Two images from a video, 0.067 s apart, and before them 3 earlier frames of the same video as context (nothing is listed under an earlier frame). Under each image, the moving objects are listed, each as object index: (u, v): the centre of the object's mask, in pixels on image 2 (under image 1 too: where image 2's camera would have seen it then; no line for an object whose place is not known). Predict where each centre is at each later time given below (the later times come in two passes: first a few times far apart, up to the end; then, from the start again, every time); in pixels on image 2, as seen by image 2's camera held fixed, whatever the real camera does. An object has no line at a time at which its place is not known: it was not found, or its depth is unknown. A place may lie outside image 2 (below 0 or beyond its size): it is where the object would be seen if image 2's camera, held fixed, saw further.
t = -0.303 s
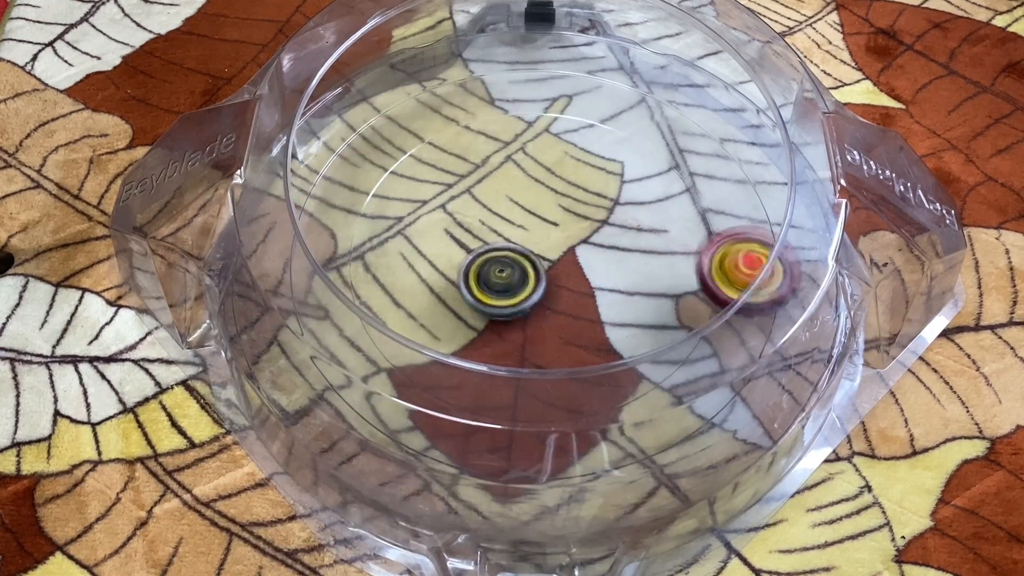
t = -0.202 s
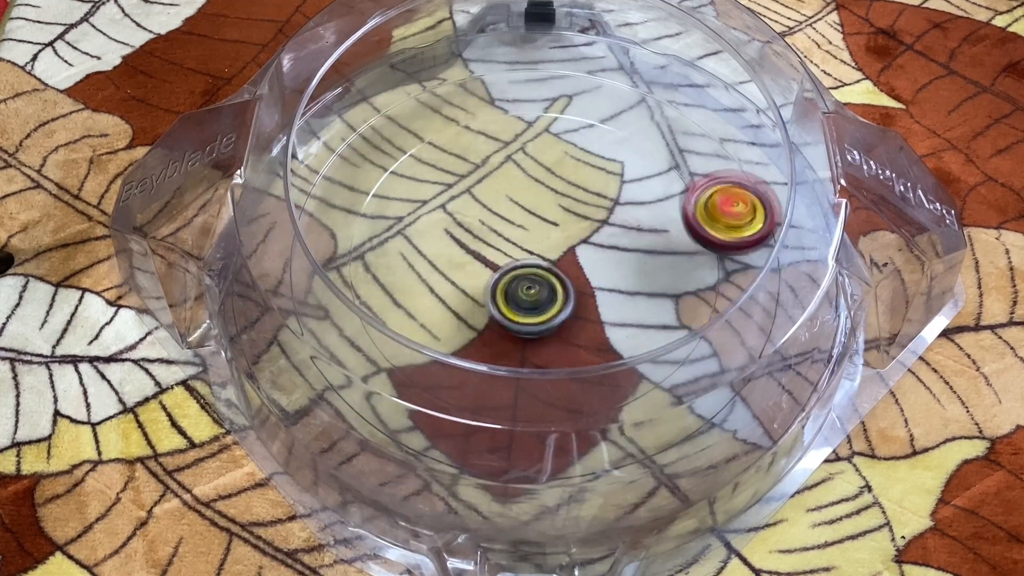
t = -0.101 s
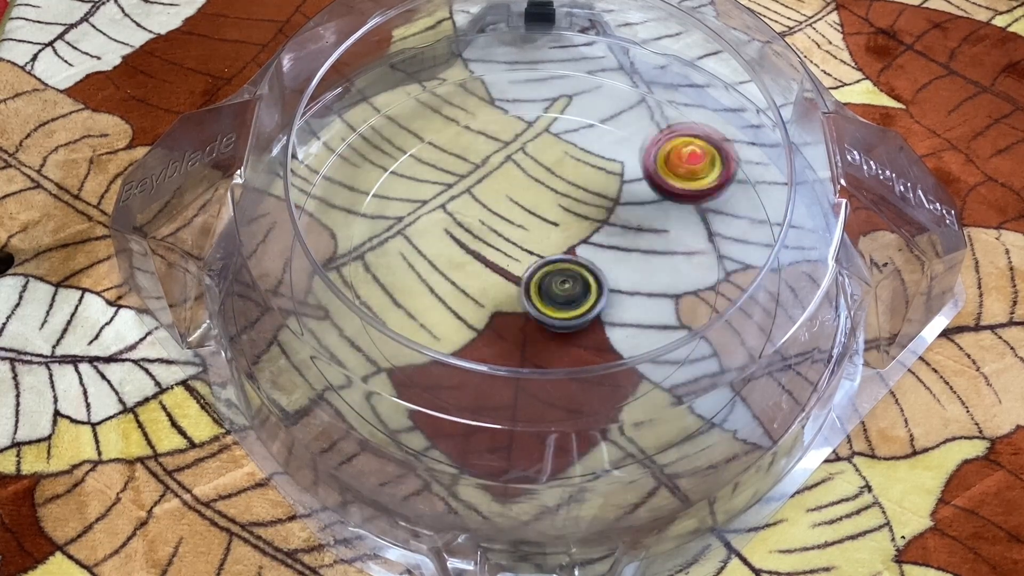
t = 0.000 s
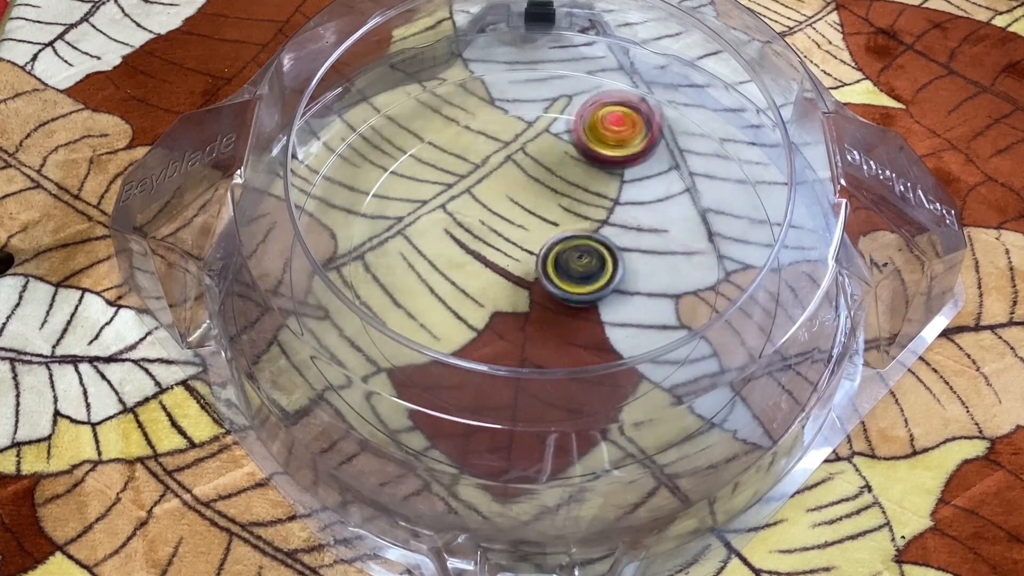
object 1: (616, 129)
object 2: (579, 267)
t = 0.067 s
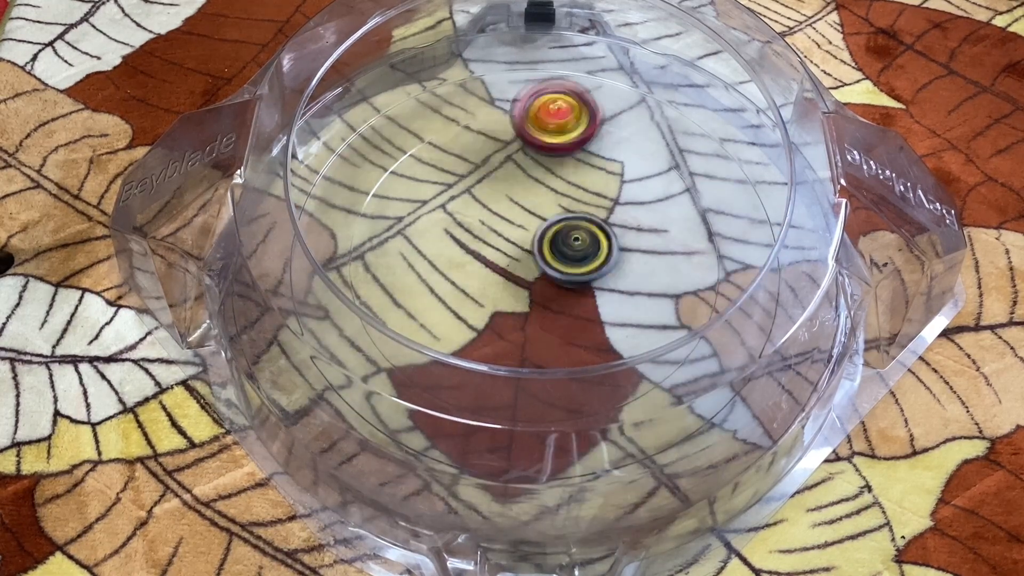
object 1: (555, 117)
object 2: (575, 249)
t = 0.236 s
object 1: (418, 155)
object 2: (527, 224)
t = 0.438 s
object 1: (376, 296)
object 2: (482, 258)
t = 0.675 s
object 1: (563, 386)
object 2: (539, 292)
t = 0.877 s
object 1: (683, 272)
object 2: (565, 244)
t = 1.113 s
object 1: (579, 133)
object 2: (505, 219)
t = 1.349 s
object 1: (406, 172)
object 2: (502, 274)
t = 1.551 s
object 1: (411, 304)
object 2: (564, 271)
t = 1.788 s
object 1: (611, 331)
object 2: (544, 216)
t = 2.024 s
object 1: (650, 211)
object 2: (501, 256)
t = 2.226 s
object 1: (553, 150)
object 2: (541, 289)
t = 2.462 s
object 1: (430, 214)
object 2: (576, 248)
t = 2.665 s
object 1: (469, 320)
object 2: (524, 230)
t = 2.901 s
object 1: (624, 314)
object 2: (500, 279)
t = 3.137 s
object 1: (620, 195)
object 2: (561, 279)
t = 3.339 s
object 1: (494, 158)
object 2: (553, 245)
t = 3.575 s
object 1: (374, 192)
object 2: (533, 272)
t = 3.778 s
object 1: (406, 297)
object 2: (553, 270)
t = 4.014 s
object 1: (579, 317)
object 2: (515, 255)
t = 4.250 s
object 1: (631, 208)
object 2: (526, 282)
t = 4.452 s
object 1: (564, 139)
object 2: (540, 248)
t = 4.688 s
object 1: (438, 189)
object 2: (508, 270)
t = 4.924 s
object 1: (458, 289)
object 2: (622, 293)
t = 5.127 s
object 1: (575, 302)
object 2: (679, 270)
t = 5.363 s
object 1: (515, 248)
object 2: (770, 233)
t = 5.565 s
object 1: (455, 272)
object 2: (744, 221)
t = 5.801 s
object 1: (538, 290)
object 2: (701, 260)
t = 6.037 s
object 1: (520, 193)
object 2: (647, 264)
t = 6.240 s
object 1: (458, 177)
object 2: (599, 277)
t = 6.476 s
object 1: (470, 235)
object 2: (557, 293)
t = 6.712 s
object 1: (462, 207)
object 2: (527, 293)
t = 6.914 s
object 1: (473, 174)
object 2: (507, 260)
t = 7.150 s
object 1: (498, 134)
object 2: (511, 243)
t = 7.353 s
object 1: (516, 141)
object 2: (536, 223)
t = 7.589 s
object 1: (553, 160)
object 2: (561, 263)
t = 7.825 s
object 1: (579, 212)
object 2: (566, 298)
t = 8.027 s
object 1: (578, 253)
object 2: (533, 325)
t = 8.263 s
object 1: (554, 285)
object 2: (480, 323)
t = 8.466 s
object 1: (555, 282)
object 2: (415, 277)
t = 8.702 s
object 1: (525, 260)
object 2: (432, 207)
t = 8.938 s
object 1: (515, 272)
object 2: (515, 157)
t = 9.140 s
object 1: (544, 266)
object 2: (594, 160)
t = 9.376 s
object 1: (545, 239)
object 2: (642, 224)
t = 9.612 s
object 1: (520, 240)
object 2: (604, 314)
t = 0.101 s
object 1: (527, 117)
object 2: (569, 241)
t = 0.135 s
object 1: (497, 120)
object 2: (560, 233)
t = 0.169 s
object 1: (467, 128)
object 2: (550, 228)
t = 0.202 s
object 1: (441, 140)
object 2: (539, 226)
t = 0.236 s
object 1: (418, 155)
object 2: (527, 224)
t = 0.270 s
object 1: (398, 174)
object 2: (516, 226)
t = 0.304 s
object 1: (382, 197)
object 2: (505, 229)
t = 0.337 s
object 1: (371, 220)
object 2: (496, 235)
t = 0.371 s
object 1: (365, 246)
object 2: (489, 241)
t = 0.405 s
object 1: (371, 269)
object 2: (484, 249)
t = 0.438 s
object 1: (376, 296)
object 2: (482, 258)
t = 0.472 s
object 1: (389, 322)
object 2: (484, 267)
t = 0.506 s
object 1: (407, 346)
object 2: (488, 276)
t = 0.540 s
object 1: (432, 364)
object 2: (495, 285)
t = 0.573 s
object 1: (462, 376)
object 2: (505, 290)
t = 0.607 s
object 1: (496, 384)
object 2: (516, 293)
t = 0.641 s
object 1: (528, 389)
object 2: (527, 294)
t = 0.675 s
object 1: (563, 386)
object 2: (539, 292)
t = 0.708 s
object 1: (596, 377)
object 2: (549, 287)
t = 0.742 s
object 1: (625, 362)
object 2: (557, 280)
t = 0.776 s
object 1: (649, 341)
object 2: (564, 272)
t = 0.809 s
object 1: (661, 314)
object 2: (567, 263)
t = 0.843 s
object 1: (676, 296)
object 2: (567, 253)
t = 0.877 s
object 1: (683, 272)
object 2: (565, 244)
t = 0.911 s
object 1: (683, 247)
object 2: (561, 235)
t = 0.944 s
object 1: (676, 220)
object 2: (554, 227)
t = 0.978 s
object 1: (665, 196)
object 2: (546, 221)
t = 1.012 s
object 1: (648, 175)
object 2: (536, 217)
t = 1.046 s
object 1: (628, 158)
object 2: (525, 215)
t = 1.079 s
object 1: (605, 144)
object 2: (514, 215)
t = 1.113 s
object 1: (579, 133)
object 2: (505, 219)
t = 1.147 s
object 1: (552, 126)
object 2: (496, 224)
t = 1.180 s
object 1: (524, 125)
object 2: (490, 231)
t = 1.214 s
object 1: (498, 126)
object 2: (486, 240)
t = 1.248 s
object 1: (471, 133)
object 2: (486, 248)
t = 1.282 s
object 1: (447, 142)
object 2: (489, 258)
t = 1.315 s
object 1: (426, 156)
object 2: (494, 266)
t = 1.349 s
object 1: (406, 172)
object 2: (502, 274)
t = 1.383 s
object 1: (392, 193)
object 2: (512, 279)
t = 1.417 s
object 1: (382, 215)
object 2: (523, 282)
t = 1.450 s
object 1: (379, 239)
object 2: (534, 282)
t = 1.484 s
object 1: (382, 264)
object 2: (546, 281)
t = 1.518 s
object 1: (394, 285)
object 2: (556, 276)
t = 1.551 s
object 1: (411, 304)
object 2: (564, 271)
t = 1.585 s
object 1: (426, 327)
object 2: (570, 263)
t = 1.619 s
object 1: (451, 341)
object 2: (574, 255)
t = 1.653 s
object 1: (478, 354)
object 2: (576, 246)
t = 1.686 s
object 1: (538, 360)
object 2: (569, 229)
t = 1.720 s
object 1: (566, 357)
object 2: (562, 223)
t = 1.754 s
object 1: (591, 347)
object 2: (553, 218)
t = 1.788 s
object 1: (611, 331)
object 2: (544, 216)
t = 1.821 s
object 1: (630, 320)
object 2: (533, 216)
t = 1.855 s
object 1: (645, 305)
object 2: (523, 219)
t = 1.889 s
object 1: (654, 286)
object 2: (514, 224)
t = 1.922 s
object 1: (660, 267)
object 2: (507, 231)
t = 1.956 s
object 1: (661, 248)
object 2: (503, 239)
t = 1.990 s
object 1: (658, 229)
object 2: (500, 248)
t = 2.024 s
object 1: (650, 211)
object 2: (501, 256)
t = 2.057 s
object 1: (637, 194)
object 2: (503, 265)
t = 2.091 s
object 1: (623, 179)
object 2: (509, 274)
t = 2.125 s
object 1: (604, 167)
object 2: (516, 280)
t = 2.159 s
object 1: (584, 157)
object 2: (525, 285)
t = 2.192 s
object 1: (564, 152)
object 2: (535, 288)
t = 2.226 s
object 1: (553, 150)
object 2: (541, 289)
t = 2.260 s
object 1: (532, 149)
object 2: (551, 287)
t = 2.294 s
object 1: (508, 152)
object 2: (561, 285)
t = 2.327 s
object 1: (487, 157)
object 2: (569, 280)
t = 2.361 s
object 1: (468, 168)
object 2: (575, 273)
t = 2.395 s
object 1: (451, 181)
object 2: (579, 264)
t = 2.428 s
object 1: (439, 196)
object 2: (579, 256)
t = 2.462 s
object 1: (430, 214)
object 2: (576, 248)
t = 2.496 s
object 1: (424, 234)
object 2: (571, 241)
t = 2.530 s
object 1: (424, 254)
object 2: (563, 234)
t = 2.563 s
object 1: (428, 273)
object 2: (554, 230)
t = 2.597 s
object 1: (438, 291)
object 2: (544, 229)
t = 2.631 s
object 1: (452, 309)
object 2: (534, 228)
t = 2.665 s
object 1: (469, 320)
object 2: (524, 230)
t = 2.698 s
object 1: (489, 329)
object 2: (514, 234)
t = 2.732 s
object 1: (512, 335)
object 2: (506, 240)
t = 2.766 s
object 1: (537, 338)
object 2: (500, 247)
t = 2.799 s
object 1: (560, 337)
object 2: (496, 254)
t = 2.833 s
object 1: (584, 333)
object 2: (494, 263)
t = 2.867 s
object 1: (606, 326)
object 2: (496, 271)
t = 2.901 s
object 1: (624, 314)
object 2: (500, 279)
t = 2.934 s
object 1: (637, 299)
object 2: (506, 285)
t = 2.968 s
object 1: (647, 283)
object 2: (515, 290)
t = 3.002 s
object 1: (651, 263)
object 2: (525, 293)
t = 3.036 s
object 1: (650, 245)
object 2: (535, 294)
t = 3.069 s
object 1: (646, 227)
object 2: (545, 292)
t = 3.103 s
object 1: (635, 211)
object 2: (554, 286)
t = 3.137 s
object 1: (620, 195)
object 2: (561, 279)
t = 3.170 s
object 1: (603, 183)
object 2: (565, 272)
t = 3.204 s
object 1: (584, 174)
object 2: (566, 263)
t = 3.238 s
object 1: (564, 169)
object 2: (566, 255)
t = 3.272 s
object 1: (541, 166)
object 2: (562, 247)
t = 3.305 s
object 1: (519, 166)
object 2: (557, 239)
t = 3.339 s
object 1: (494, 158)
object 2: (553, 245)
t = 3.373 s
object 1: (471, 151)
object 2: (549, 251)
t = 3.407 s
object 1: (450, 150)
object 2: (544, 254)
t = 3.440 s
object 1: (431, 152)
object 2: (539, 257)
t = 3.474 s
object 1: (414, 158)
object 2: (536, 260)
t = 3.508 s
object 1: (399, 167)
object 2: (533, 263)
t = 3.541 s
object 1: (385, 178)
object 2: (533, 268)
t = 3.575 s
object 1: (374, 192)
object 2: (533, 272)
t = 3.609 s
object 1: (366, 208)
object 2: (535, 275)
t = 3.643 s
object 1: (363, 226)
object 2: (539, 278)
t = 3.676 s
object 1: (365, 245)
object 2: (543, 278)
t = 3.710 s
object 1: (373, 264)
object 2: (547, 277)
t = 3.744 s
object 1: (387, 281)
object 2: (551, 275)
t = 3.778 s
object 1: (406, 297)
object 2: (553, 270)
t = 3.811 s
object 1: (428, 310)
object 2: (551, 265)
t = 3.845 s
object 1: (452, 320)
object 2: (549, 261)
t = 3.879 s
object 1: (478, 327)
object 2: (543, 256)
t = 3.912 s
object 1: (505, 330)
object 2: (537, 253)
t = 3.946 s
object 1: (531, 330)
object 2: (529, 251)
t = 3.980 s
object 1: (557, 326)
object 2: (522, 252)
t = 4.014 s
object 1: (579, 317)
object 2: (515, 255)
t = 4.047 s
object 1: (598, 303)
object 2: (509, 258)
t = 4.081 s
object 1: (613, 289)
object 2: (506, 262)
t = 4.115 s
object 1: (624, 273)
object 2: (505, 269)
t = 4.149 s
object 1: (630, 257)
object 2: (507, 275)
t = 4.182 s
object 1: (634, 240)
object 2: (512, 279)
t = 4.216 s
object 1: (634, 223)
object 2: (519, 282)
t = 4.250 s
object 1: (631, 208)
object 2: (526, 282)
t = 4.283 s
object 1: (626, 193)
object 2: (533, 280)
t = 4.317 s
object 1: (618, 178)
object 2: (539, 274)
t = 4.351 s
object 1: (608, 165)
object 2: (543, 268)
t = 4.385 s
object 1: (596, 154)
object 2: (544, 261)
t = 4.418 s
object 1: (581, 144)
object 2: (543, 254)
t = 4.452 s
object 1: (564, 139)
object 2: (540, 248)
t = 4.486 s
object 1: (545, 136)
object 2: (536, 242)
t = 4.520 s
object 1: (506, 146)
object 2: (522, 234)
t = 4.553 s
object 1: (489, 155)
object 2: (514, 233)
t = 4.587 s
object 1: (473, 157)
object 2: (509, 245)
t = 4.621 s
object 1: (457, 163)
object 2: (505, 255)
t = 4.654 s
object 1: (446, 175)
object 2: (505, 262)
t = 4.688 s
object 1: (438, 189)
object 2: (508, 270)
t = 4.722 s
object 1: (433, 207)
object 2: (513, 275)
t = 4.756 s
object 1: (433, 226)
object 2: (521, 279)
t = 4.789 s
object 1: (437, 246)
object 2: (529, 282)
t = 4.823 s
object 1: (447, 264)
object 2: (537, 282)
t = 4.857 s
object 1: (446, 273)
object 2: (567, 291)
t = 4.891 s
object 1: (449, 281)
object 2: (597, 291)
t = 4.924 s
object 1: (458, 289)
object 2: (622, 293)
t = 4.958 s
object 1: (473, 296)
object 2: (640, 292)
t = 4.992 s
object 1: (491, 302)
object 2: (652, 289)
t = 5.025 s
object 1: (512, 308)
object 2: (659, 284)
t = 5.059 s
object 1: (534, 309)
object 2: (667, 280)
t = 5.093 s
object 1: (555, 308)
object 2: (674, 275)
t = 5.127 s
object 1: (575, 302)
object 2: (679, 270)
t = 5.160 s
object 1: (591, 293)
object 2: (684, 266)
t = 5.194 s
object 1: (584, 286)
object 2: (707, 256)
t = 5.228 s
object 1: (568, 277)
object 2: (731, 247)
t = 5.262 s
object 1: (555, 266)
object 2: (744, 241)
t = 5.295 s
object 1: (543, 258)
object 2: (769, 242)
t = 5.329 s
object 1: (529, 251)
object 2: (774, 237)
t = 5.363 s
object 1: (515, 248)
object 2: (770, 233)
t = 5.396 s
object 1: (501, 246)
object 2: (762, 224)
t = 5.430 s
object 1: (489, 245)
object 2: (752, 216)
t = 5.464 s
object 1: (477, 249)
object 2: (750, 212)
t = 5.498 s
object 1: (467, 254)
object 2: (748, 212)
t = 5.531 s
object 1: (459, 262)
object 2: (747, 215)
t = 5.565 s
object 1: (455, 272)
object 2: (744, 221)
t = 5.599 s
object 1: (455, 284)
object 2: (740, 228)
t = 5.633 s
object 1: (461, 294)
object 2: (737, 234)
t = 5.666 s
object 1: (474, 303)
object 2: (733, 240)
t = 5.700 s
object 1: (491, 306)
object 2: (728, 246)
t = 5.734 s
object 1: (507, 305)
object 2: (722, 252)
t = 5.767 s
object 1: (524, 299)
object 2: (713, 257)
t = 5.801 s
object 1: (538, 290)
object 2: (701, 260)
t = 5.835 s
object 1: (549, 279)
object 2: (686, 259)
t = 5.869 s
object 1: (556, 267)
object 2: (673, 258)
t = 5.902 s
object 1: (559, 253)
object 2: (657, 254)
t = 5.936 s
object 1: (556, 239)
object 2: (647, 254)
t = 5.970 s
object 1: (542, 221)
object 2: (652, 259)
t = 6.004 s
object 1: (531, 205)
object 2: (651, 262)
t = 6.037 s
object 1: (520, 193)
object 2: (647, 264)
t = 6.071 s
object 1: (511, 185)
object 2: (641, 267)
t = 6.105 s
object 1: (501, 179)
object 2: (633, 270)
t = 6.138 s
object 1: (490, 174)
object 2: (625, 272)
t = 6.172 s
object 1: (479, 172)
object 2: (617, 274)
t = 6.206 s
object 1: (467, 173)
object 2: (608, 275)
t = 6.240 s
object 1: (458, 177)
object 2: (599, 277)
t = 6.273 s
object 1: (452, 186)
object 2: (588, 278)
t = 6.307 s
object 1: (452, 199)
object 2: (578, 279)
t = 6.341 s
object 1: (456, 212)
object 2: (569, 279)
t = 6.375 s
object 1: (463, 227)
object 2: (560, 279)
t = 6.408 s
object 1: (472, 239)
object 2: (553, 280)
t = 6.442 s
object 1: (471, 238)
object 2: (557, 287)
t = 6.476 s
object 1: (470, 235)
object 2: (557, 293)
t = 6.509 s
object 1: (468, 233)
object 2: (554, 295)
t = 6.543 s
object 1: (466, 231)
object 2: (548, 293)
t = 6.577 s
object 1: (465, 232)
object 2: (541, 290)
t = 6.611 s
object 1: (466, 231)
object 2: (534, 288)
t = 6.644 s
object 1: (465, 222)
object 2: (533, 292)
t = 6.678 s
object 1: (463, 213)
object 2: (531, 294)
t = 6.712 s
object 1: (462, 207)
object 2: (527, 293)
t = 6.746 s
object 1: (464, 201)
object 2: (522, 288)
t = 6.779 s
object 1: (463, 194)
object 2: (518, 284)
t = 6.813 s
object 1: (466, 190)
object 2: (515, 278)
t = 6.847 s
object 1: (467, 184)
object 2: (511, 274)
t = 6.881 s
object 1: (471, 180)
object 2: (509, 267)
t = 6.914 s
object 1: (473, 174)
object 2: (507, 260)
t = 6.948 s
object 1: (477, 171)
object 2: (506, 255)
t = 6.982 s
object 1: (480, 166)
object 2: (505, 250)
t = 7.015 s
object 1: (485, 162)
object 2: (504, 244)
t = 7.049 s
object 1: (488, 153)
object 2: (504, 244)
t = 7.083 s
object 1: (492, 145)
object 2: (506, 246)
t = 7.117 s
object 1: (495, 139)
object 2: (509, 245)
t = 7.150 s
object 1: (498, 134)
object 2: (511, 243)
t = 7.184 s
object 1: (501, 130)
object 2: (515, 239)
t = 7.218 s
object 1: (503, 127)
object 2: (519, 235)
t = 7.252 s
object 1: (507, 127)
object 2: (523, 232)
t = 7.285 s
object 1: (511, 130)
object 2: (527, 228)
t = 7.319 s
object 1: (514, 134)
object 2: (531, 225)
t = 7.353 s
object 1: (516, 141)
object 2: (536, 223)
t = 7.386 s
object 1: (527, 139)
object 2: (539, 240)
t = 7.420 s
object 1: (530, 141)
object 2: (543, 246)
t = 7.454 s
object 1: (535, 144)
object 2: (545, 250)
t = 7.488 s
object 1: (537, 146)
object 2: (549, 253)
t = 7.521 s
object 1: (543, 150)
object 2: (553, 256)
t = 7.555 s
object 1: (549, 155)
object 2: (557, 259)
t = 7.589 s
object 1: (553, 160)
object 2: (561, 263)
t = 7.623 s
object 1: (560, 167)
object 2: (564, 266)
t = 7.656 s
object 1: (564, 174)
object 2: (567, 270)
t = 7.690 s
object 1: (569, 183)
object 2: (569, 273)
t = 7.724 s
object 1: (572, 192)
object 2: (572, 276)
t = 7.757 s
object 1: (574, 199)
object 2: (573, 280)
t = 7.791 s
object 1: (577, 206)
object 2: (570, 287)
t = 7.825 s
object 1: (579, 212)
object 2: (566, 298)
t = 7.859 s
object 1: (581, 219)
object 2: (562, 303)
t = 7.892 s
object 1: (582, 228)
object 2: (560, 305)
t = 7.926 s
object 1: (582, 233)
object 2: (554, 313)
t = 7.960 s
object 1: (583, 239)
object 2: (548, 318)
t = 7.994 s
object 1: (581, 246)
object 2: (540, 323)
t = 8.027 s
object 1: (578, 253)
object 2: (533, 325)
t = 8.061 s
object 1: (574, 259)
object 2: (526, 328)
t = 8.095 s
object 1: (572, 264)
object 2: (516, 331)
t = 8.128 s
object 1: (569, 268)
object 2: (509, 331)
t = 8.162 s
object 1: (565, 275)
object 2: (501, 330)
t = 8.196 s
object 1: (562, 278)
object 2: (495, 328)
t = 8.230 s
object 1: (559, 282)
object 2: (486, 326)
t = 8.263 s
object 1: (554, 285)
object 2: (480, 323)
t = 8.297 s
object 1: (558, 285)
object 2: (462, 321)
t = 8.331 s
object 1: (560, 286)
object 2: (448, 314)
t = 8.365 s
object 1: (560, 285)
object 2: (438, 304)
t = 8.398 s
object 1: (558, 285)
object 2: (427, 296)
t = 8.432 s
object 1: (558, 283)
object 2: (420, 287)
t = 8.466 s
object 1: (555, 282)
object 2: (415, 277)
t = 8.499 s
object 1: (552, 278)
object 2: (412, 266)
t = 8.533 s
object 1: (550, 276)
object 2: (413, 257)
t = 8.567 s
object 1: (545, 273)
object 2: (413, 246)
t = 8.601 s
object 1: (539, 269)
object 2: (416, 236)
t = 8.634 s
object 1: (533, 265)
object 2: (421, 226)
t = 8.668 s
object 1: (530, 262)
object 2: (425, 215)
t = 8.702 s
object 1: (525, 260)
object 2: (432, 207)
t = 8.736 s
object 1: (519, 256)
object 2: (441, 199)
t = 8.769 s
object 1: (515, 252)
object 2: (451, 192)
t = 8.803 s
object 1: (511, 250)
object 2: (463, 188)
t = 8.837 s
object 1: (509, 258)
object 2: (475, 175)
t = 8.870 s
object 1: (509, 263)
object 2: (488, 169)
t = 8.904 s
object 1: (511, 268)
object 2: (500, 162)
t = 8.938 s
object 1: (515, 272)
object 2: (515, 157)
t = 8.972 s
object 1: (518, 274)
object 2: (528, 154)
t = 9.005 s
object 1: (525, 276)
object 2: (543, 153)
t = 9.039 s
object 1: (531, 275)
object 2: (555, 152)
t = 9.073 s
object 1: (535, 274)
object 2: (569, 154)
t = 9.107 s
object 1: (539, 271)
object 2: (581, 155)
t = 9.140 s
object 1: (544, 266)
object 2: (594, 160)
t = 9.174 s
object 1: (547, 264)
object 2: (604, 165)
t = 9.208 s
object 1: (547, 261)
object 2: (616, 172)
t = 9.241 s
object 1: (548, 256)
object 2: (623, 180)
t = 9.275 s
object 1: (550, 250)
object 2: (632, 190)
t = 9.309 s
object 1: (550, 247)
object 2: (636, 200)
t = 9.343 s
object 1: (548, 244)
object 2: (641, 212)
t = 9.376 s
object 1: (545, 239)
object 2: (642, 224)
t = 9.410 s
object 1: (544, 236)
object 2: (641, 237)
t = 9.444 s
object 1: (540, 236)
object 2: (638, 251)
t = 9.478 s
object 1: (535, 234)
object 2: (635, 264)
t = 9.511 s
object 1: (532, 233)
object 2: (629, 278)
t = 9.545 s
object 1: (529, 234)
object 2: (624, 290)
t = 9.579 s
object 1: (523, 237)
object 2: (612, 304)
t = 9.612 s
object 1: (520, 240)
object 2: (604, 314)
